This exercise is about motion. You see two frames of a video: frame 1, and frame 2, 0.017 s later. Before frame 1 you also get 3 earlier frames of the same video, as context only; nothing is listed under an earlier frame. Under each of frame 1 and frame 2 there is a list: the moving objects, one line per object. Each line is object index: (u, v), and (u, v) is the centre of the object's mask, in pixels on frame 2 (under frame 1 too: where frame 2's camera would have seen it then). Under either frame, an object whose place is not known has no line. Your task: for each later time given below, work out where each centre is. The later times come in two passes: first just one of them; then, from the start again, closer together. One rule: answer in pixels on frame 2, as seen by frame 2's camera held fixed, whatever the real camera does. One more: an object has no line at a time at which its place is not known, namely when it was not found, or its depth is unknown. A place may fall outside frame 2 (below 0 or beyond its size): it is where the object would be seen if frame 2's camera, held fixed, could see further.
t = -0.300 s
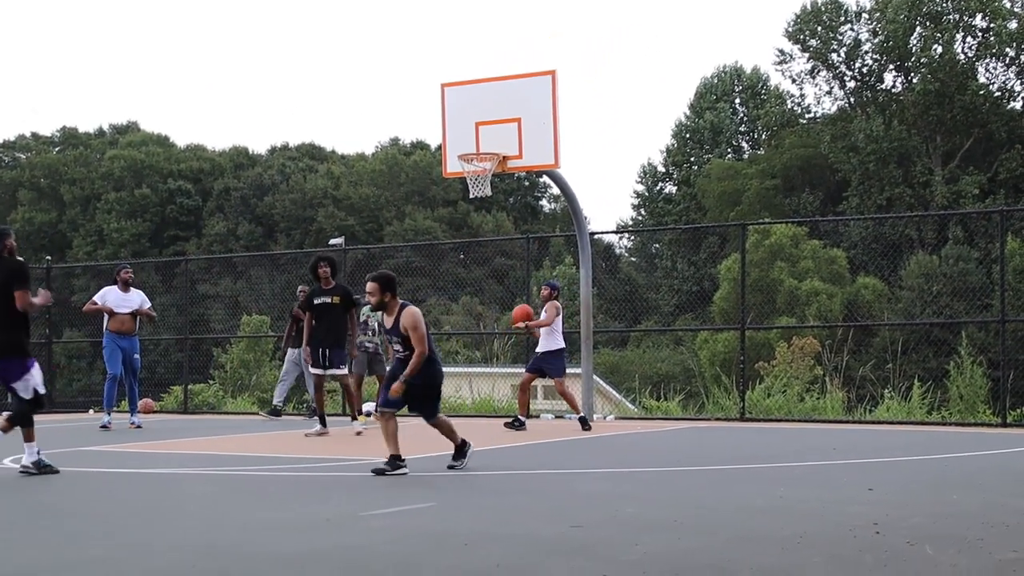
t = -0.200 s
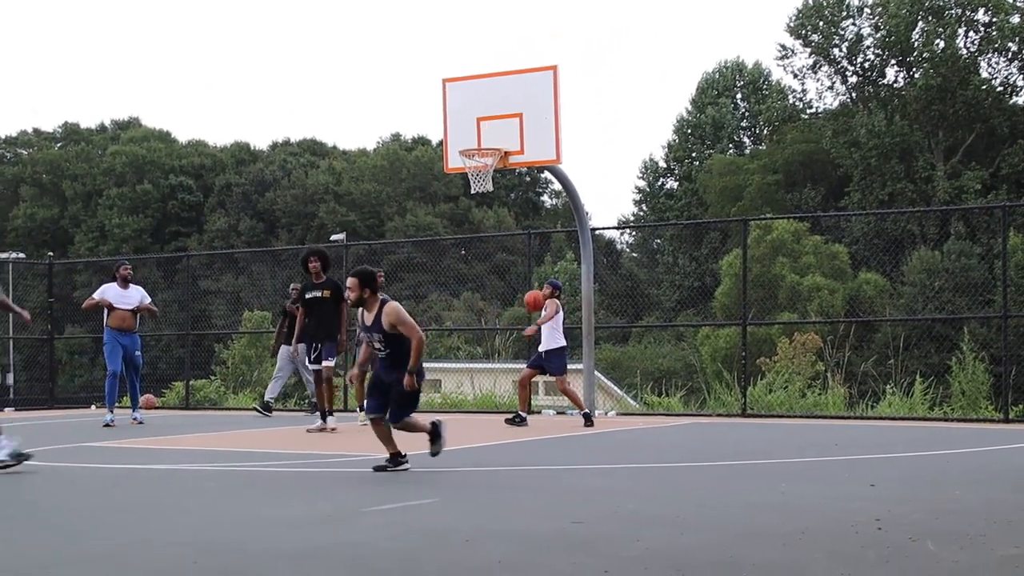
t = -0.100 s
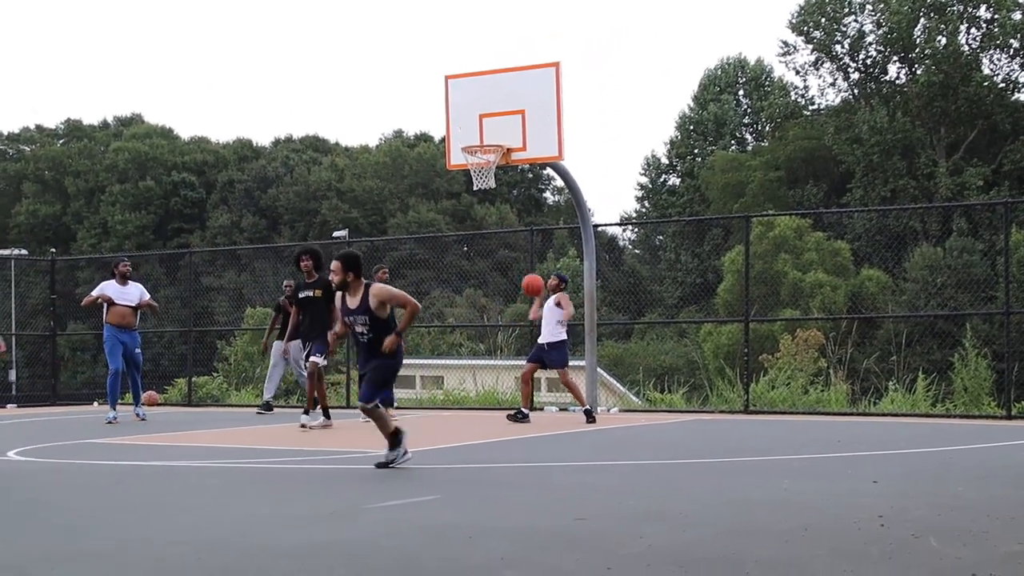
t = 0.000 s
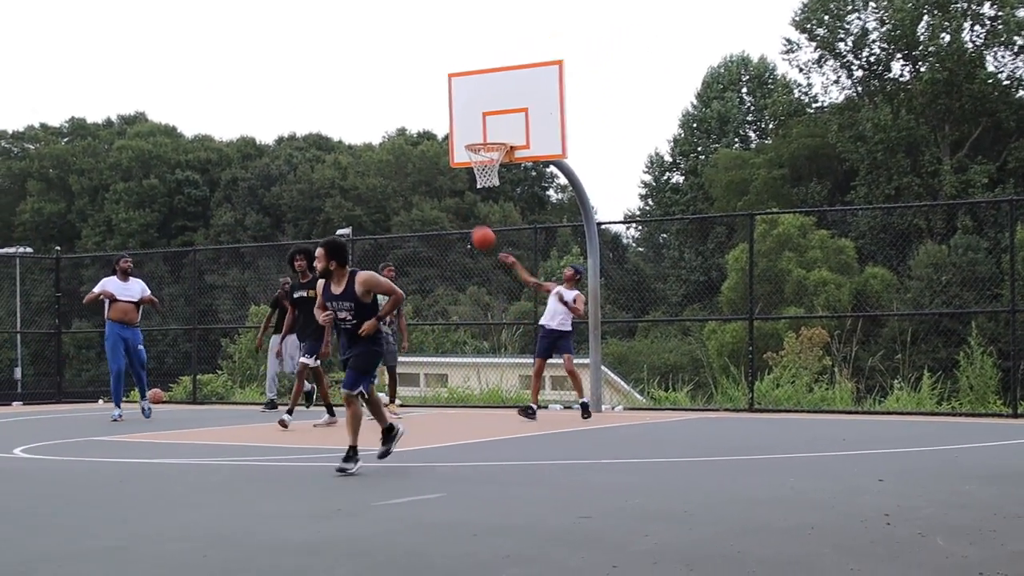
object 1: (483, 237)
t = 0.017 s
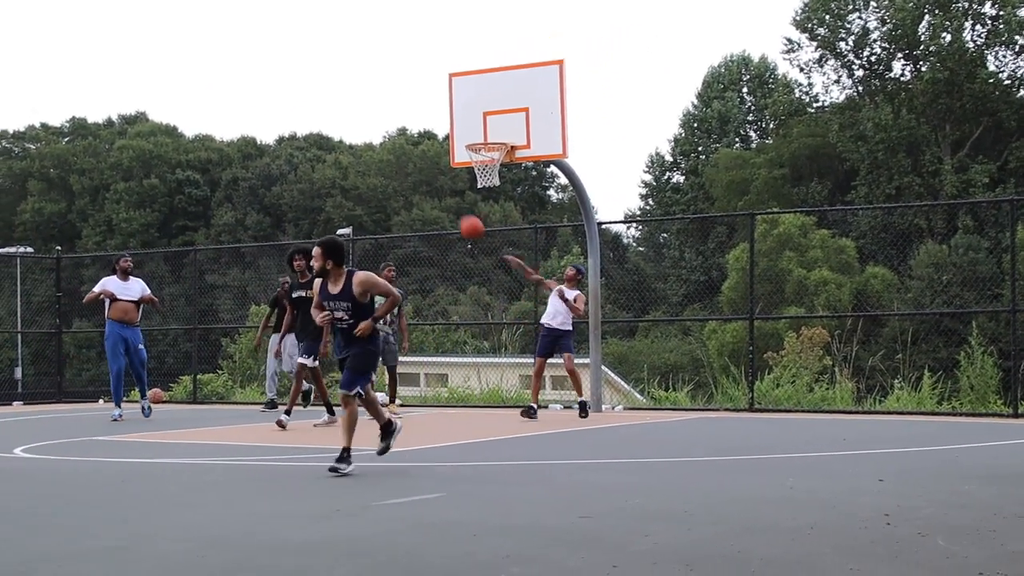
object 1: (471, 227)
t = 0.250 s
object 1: (281, 97)
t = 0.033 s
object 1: (459, 216)
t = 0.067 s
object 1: (434, 196)
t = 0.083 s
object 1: (422, 187)
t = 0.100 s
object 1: (409, 177)
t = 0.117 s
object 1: (395, 168)
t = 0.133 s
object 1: (382, 159)
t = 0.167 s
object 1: (355, 142)
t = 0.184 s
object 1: (340, 132)
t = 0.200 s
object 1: (326, 123)
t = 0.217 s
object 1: (311, 114)
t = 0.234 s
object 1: (296, 106)
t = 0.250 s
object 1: (281, 97)
